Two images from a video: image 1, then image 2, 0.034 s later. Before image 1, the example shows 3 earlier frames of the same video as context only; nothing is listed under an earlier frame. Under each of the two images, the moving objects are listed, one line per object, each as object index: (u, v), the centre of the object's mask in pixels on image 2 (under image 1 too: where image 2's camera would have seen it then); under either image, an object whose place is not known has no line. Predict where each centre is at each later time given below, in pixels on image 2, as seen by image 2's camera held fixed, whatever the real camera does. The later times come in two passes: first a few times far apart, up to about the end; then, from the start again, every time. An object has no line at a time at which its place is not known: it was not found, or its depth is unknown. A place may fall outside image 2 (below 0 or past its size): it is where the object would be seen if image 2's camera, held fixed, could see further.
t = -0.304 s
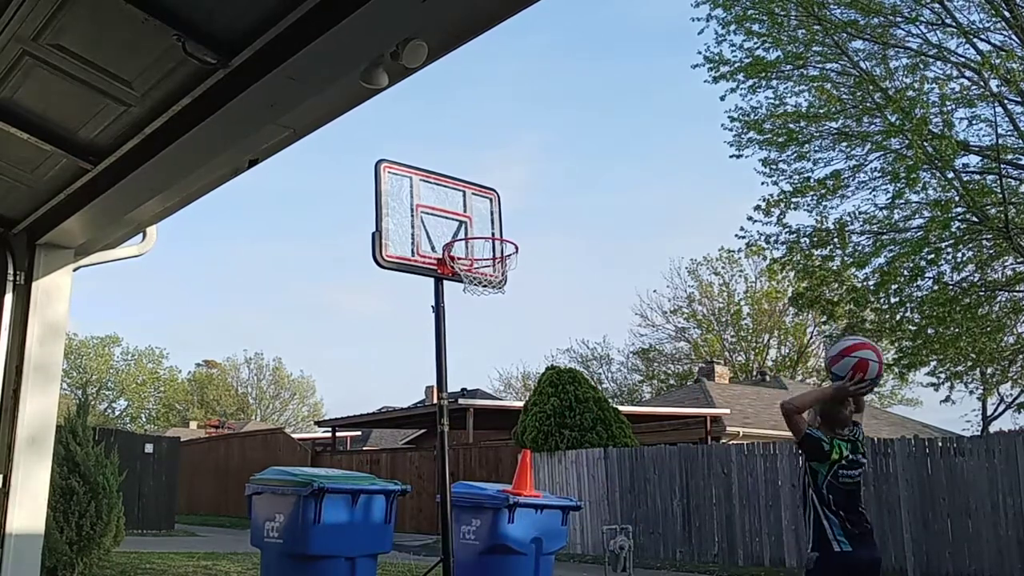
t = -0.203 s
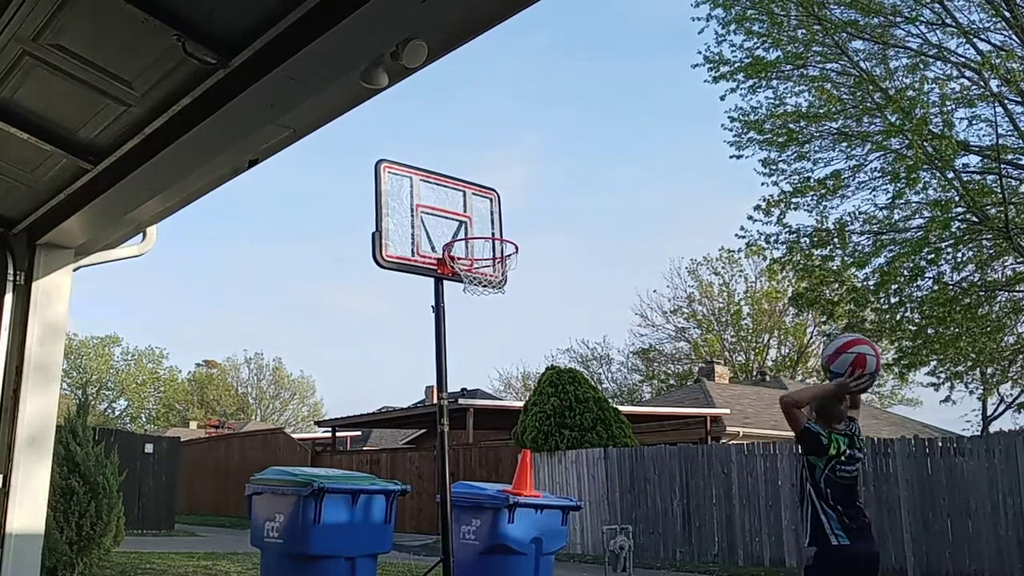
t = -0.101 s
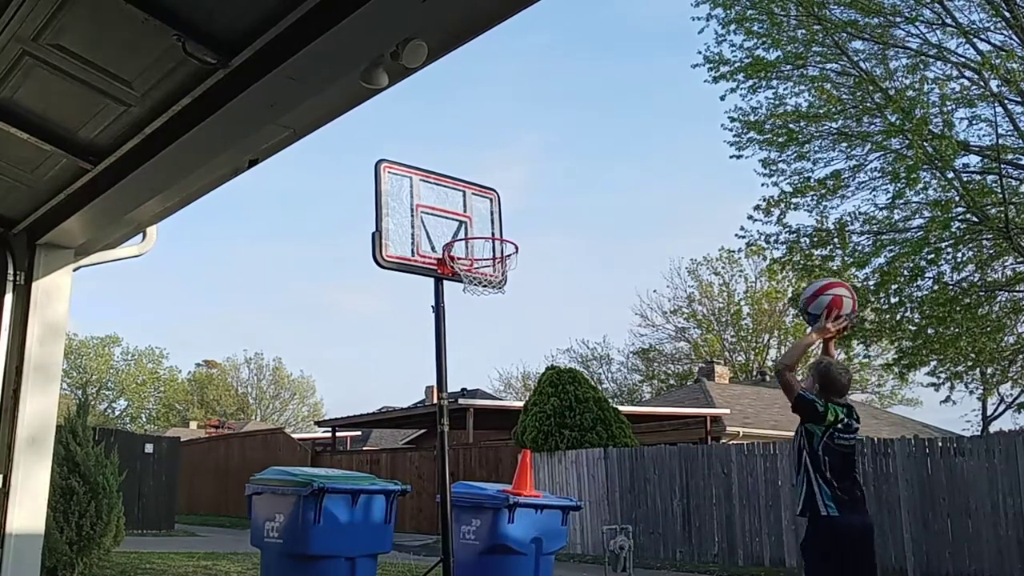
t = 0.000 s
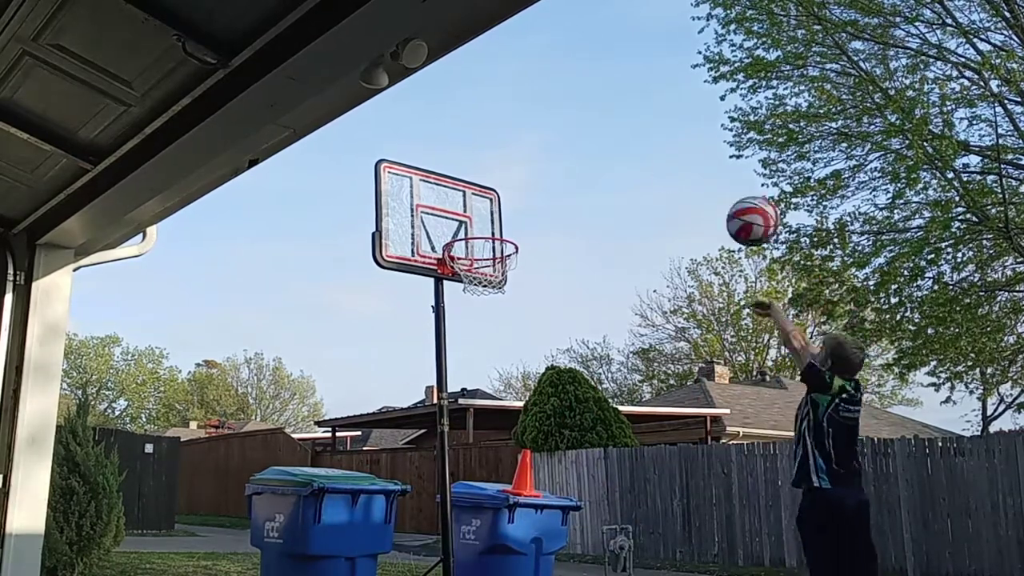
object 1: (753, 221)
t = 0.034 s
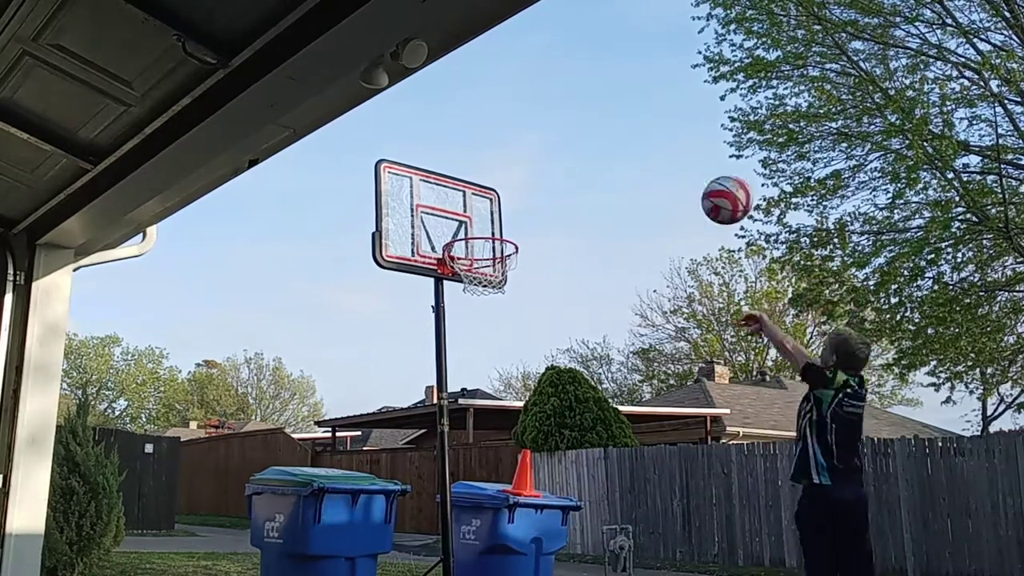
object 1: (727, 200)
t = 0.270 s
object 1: (579, 130)
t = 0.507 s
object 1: (467, 156)
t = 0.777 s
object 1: (443, 222)
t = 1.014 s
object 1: (472, 204)
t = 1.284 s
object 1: (506, 297)
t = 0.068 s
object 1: (703, 182)
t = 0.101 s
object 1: (679, 167)
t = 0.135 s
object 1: (657, 155)
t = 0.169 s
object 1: (636, 145)
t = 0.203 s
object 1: (616, 138)
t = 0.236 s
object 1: (597, 133)
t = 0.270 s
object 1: (579, 130)
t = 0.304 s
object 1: (561, 128)
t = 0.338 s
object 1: (544, 129)
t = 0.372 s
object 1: (528, 131)
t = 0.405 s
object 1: (512, 135)
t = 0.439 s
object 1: (496, 140)
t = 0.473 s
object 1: (481, 148)
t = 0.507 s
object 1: (467, 156)
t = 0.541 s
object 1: (453, 166)
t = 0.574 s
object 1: (439, 177)
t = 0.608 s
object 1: (427, 189)
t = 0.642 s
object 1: (431, 193)
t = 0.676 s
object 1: (434, 198)
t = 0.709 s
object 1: (437, 206)
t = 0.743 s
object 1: (440, 217)
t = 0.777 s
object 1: (443, 222)
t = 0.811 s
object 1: (446, 214)
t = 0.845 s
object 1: (452, 208)
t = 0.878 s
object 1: (455, 204)
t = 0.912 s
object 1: (459, 202)
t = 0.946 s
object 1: (463, 201)
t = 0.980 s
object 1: (467, 202)
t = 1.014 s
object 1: (472, 204)
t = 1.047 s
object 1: (476, 208)
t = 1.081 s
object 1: (479, 216)
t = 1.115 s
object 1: (483, 224)
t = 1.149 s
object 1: (488, 234)
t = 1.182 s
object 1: (492, 247)
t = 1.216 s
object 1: (497, 261)
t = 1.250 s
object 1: (501, 278)
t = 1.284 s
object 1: (506, 297)
